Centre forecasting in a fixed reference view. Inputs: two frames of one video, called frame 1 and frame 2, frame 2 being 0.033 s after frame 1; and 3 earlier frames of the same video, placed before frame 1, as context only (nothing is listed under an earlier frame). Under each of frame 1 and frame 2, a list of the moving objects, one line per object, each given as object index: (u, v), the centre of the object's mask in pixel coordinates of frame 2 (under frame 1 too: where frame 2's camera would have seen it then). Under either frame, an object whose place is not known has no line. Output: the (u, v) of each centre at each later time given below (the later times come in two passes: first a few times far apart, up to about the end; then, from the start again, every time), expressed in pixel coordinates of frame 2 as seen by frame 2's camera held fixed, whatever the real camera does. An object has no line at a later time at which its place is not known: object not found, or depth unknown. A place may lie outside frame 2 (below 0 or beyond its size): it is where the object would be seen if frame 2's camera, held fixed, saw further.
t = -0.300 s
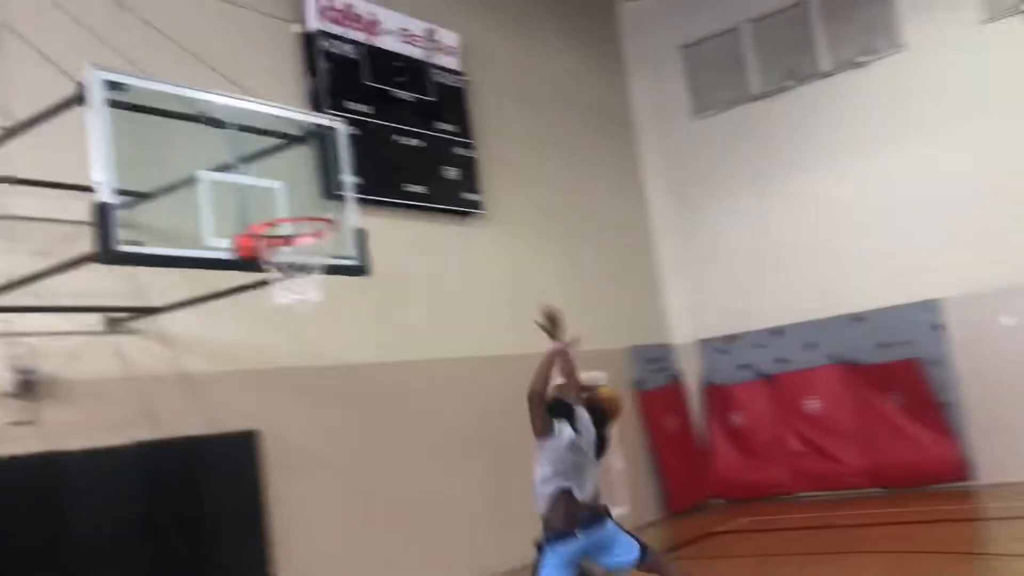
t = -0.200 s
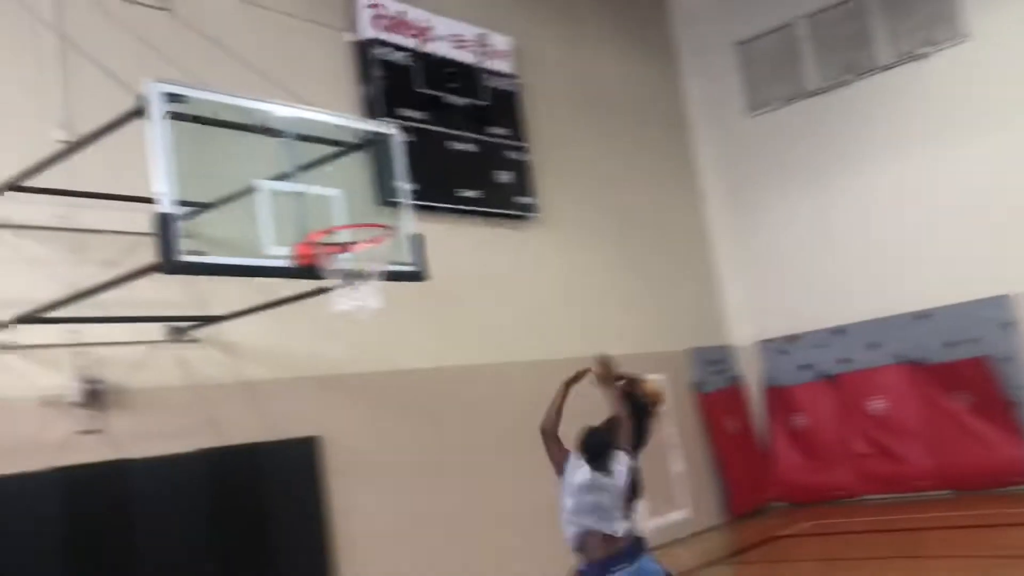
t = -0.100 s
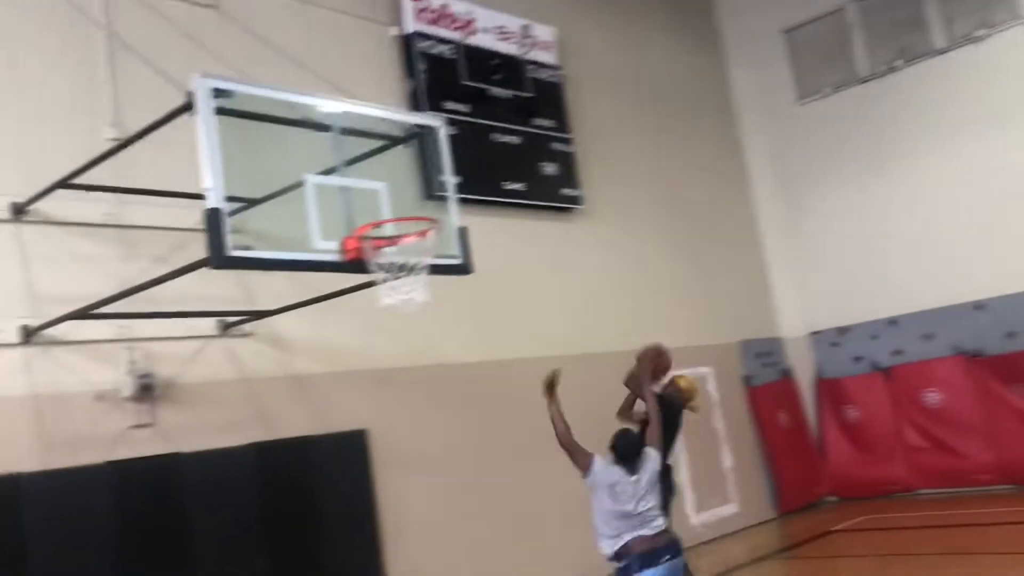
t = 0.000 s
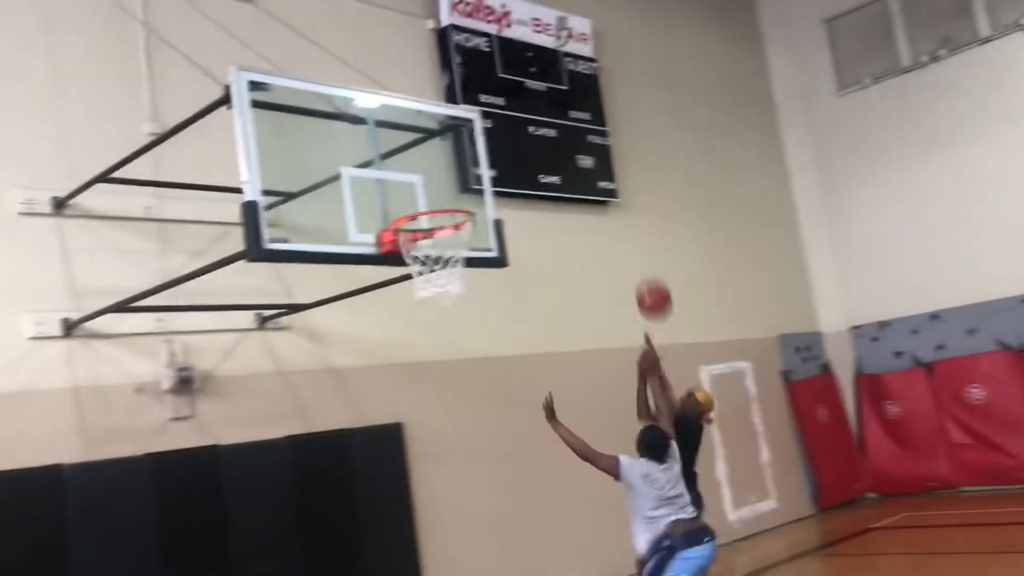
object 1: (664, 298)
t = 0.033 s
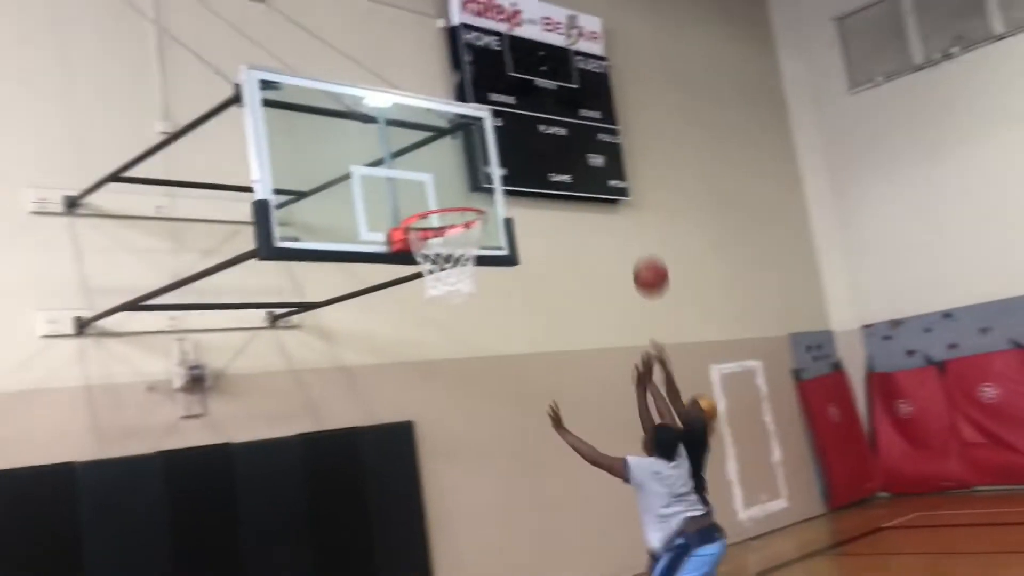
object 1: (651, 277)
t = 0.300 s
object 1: (544, 157)
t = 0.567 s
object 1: (478, 131)
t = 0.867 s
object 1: (467, 186)
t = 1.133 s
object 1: (480, 140)
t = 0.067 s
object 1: (637, 257)
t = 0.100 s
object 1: (624, 239)
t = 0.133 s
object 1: (611, 223)
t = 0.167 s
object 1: (597, 207)
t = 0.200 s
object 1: (584, 192)
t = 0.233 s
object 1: (570, 177)
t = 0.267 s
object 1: (557, 167)
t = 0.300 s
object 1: (544, 157)
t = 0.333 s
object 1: (532, 150)
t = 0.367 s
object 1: (519, 143)
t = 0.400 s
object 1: (509, 140)
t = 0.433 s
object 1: (497, 137)
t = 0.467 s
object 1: (486, 134)
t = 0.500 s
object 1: (483, 132)
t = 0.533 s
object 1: (480, 131)
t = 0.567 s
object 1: (478, 131)
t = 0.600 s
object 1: (476, 134)
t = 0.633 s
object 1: (474, 138)
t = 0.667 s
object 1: (472, 144)
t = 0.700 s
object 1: (470, 152)
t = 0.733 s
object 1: (469, 160)
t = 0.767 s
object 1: (468, 172)
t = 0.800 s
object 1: (467, 185)
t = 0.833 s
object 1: (467, 198)
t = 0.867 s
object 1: (467, 186)
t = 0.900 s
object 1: (468, 175)
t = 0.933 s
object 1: (468, 164)
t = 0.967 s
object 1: (470, 156)
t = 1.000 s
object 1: (472, 149)
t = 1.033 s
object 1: (474, 144)
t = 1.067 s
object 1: (476, 141)
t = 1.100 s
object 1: (478, 140)
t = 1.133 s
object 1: (480, 140)
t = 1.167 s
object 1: (483, 141)
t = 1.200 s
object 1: (487, 145)
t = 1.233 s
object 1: (490, 151)
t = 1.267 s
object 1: (494, 157)
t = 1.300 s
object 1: (498, 166)
